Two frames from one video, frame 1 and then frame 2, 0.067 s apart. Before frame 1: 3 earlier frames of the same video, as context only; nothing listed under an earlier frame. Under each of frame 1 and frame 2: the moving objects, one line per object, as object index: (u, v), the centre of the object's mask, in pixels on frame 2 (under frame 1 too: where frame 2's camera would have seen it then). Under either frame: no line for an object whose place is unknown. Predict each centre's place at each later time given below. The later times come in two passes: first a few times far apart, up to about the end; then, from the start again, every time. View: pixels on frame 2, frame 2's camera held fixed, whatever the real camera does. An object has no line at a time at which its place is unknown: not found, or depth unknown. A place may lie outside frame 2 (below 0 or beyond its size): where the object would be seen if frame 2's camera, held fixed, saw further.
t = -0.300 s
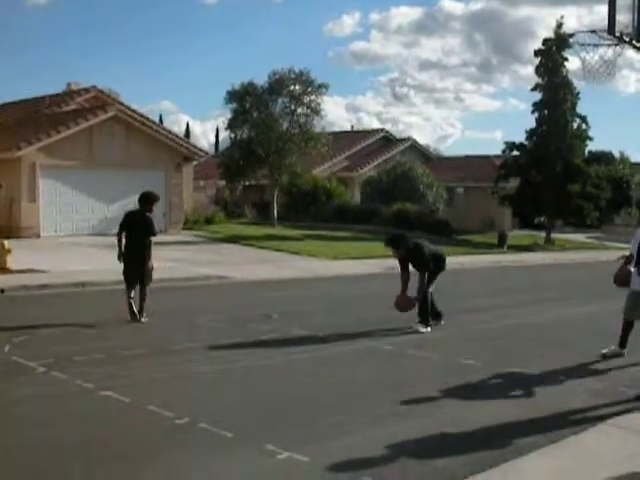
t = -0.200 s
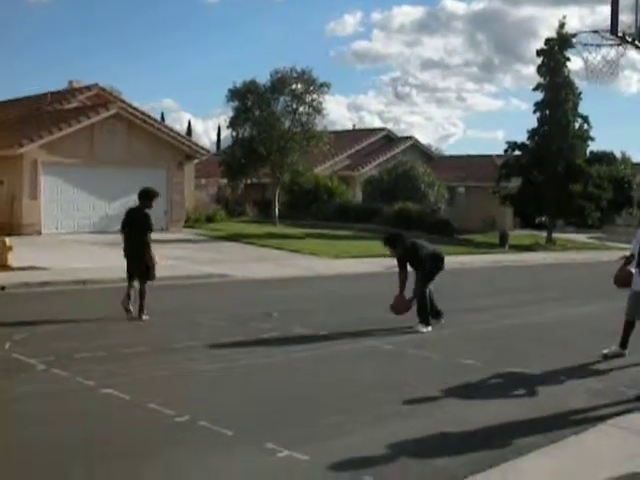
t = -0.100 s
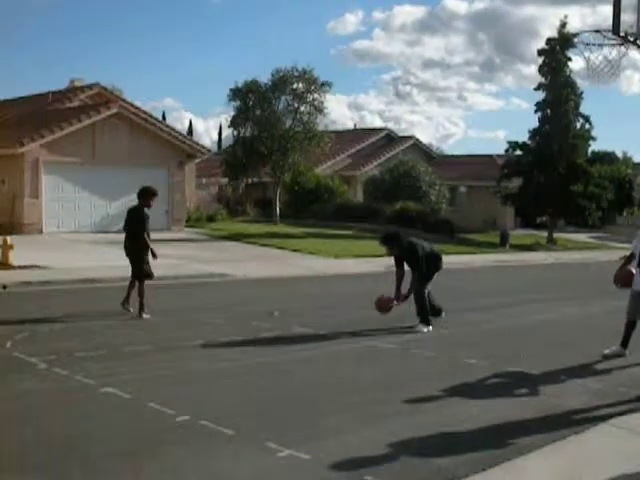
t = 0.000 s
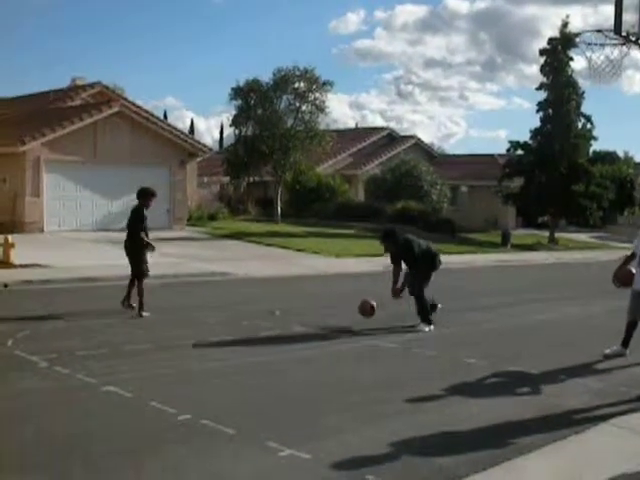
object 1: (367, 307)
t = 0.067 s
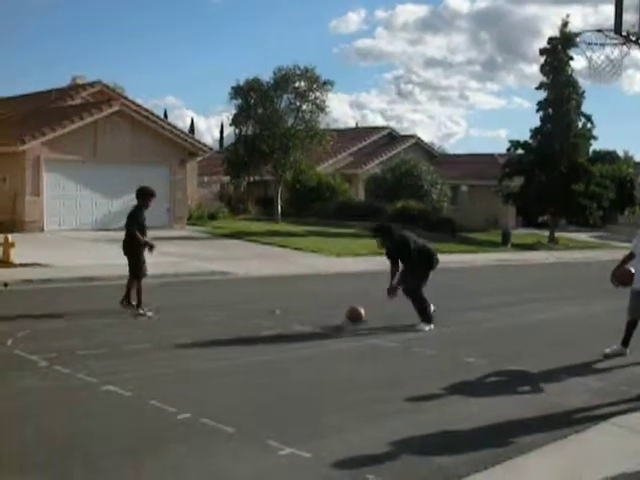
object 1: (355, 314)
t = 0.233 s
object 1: (333, 304)
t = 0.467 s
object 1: (305, 307)
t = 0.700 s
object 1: (277, 307)
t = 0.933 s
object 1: (252, 305)
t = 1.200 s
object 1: (224, 303)
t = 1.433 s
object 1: (202, 301)
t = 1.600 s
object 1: (187, 301)
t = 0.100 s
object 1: (350, 313)
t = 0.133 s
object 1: (346, 309)
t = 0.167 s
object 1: (342, 306)
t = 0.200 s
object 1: (337, 305)
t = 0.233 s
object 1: (333, 304)
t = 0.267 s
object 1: (329, 303)
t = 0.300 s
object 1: (325, 304)
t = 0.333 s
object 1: (321, 305)
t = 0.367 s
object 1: (316, 307)
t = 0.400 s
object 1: (313, 310)
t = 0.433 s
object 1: (309, 310)
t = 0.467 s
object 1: (305, 307)
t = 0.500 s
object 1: (301, 305)
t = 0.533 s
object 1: (297, 305)
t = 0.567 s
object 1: (294, 304)
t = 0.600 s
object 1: (289, 304)
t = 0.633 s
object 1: (285, 306)
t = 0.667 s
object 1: (281, 308)
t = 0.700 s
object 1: (277, 307)
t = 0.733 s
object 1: (274, 306)
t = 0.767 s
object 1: (270, 304)
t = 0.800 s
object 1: (267, 304)
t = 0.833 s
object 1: (263, 304)
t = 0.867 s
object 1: (260, 305)
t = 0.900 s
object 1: (255, 307)
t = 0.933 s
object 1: (252, 305)
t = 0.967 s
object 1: (249, 304)
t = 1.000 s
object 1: (245, 303)
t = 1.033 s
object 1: (241, 303)
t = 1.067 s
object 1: (238, 304)
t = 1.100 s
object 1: (235, 304)
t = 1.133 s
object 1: (231, 303)
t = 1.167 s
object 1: (228, 303)
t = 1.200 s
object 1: (224, 303)
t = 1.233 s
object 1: (221, 303)
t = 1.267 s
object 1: (218, 302)
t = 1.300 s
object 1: (215, 302)
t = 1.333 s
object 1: (212, 302)
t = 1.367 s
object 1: (208, 302)
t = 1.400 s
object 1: (205, 301)
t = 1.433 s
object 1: (202, 301)
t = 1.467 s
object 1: (199, 301)
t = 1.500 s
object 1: (196, 301)
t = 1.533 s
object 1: (193, 301)
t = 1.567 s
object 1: (190, 301)
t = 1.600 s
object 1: (187, 301)
